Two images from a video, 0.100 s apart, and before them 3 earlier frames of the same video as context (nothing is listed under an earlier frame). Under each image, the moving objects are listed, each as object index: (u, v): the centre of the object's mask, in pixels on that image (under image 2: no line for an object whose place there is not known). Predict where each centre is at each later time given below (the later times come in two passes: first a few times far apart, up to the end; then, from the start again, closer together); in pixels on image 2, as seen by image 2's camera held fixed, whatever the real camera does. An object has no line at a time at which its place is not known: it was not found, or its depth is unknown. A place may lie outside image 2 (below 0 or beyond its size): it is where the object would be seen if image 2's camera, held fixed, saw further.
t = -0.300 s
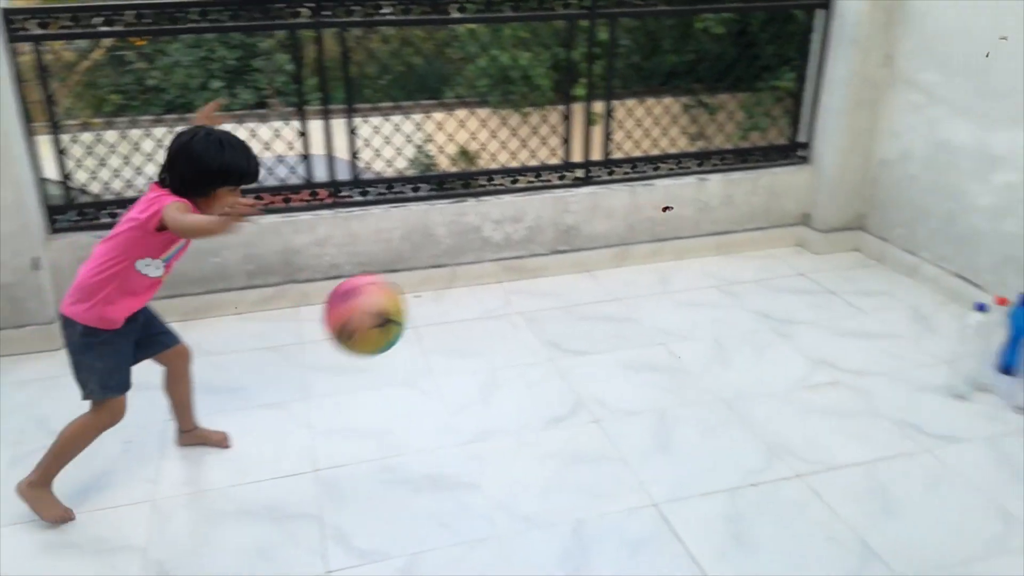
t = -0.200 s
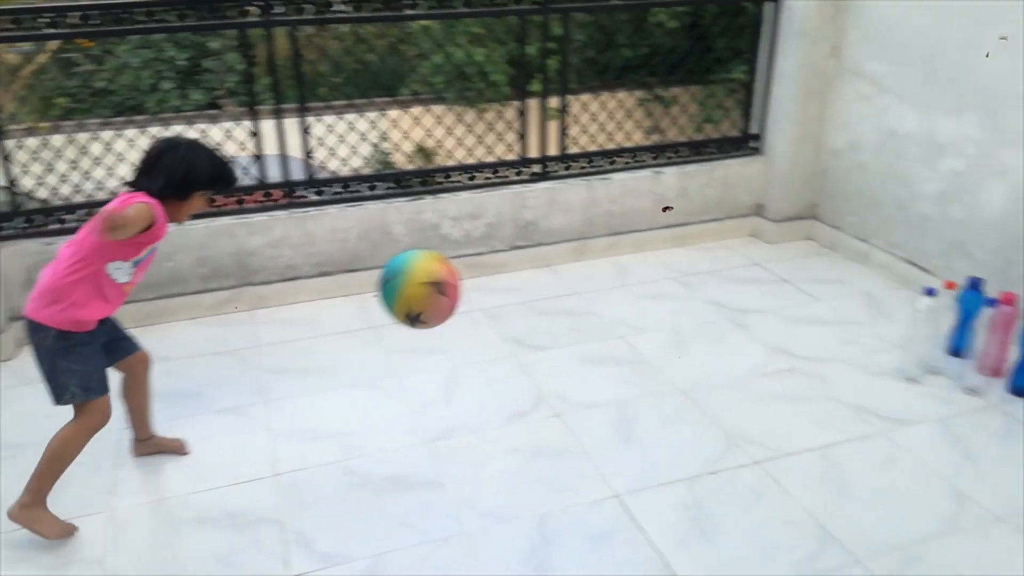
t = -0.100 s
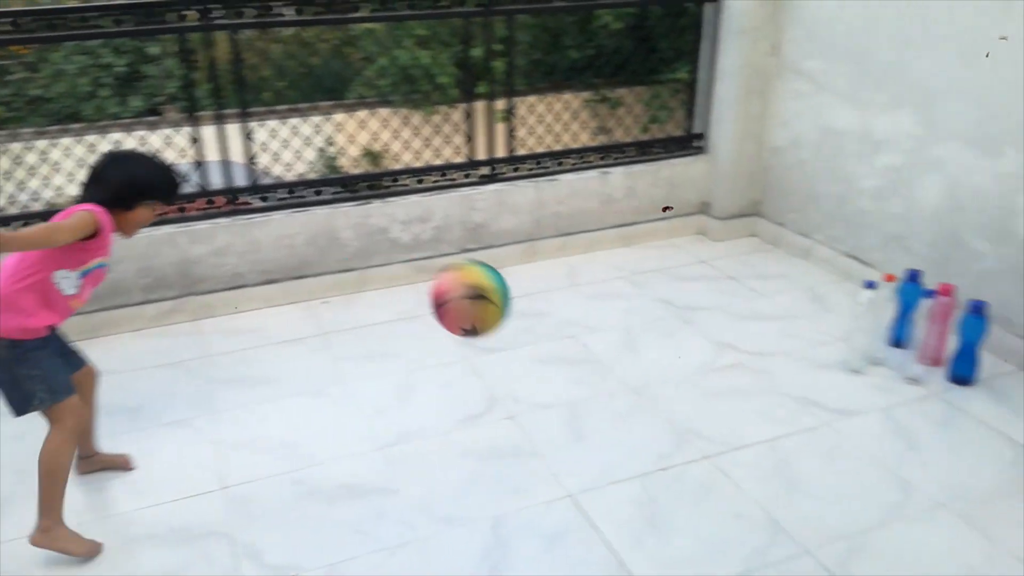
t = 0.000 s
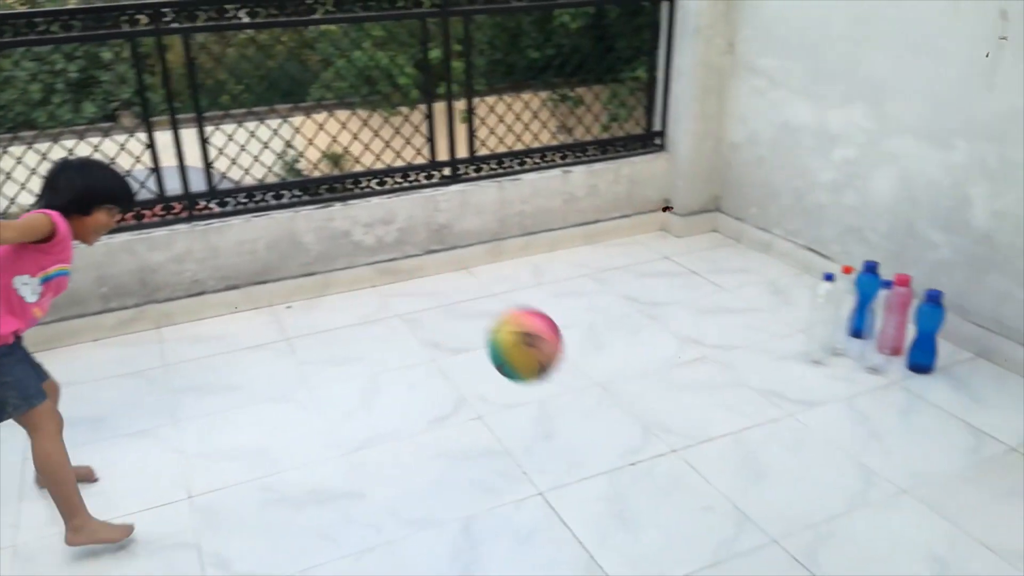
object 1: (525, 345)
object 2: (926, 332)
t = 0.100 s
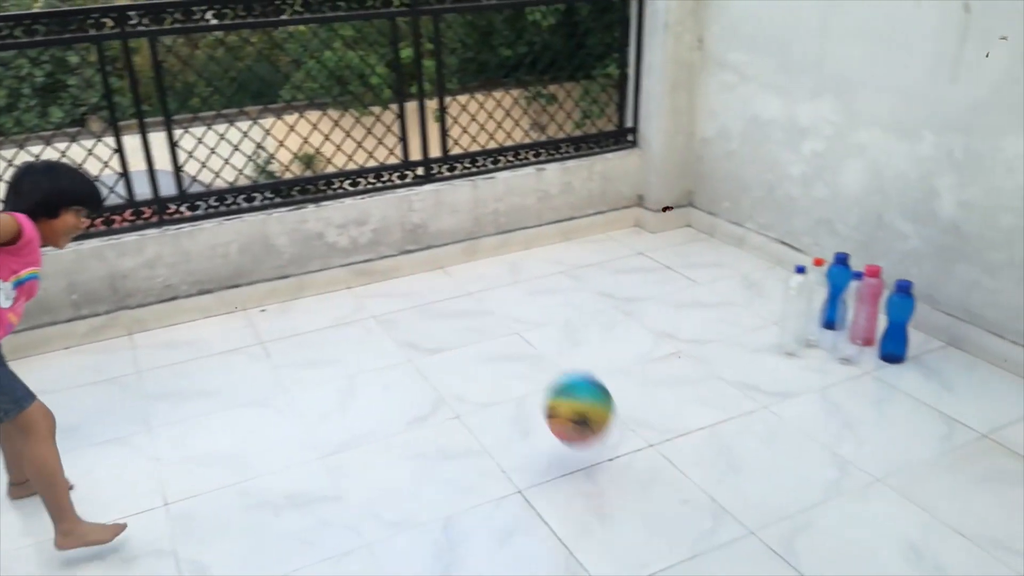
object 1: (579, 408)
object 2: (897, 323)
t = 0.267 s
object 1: (677, 349)
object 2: (897, 323)
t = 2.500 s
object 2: (930, 331)
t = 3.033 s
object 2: (931, 334)
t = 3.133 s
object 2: (931, 334)
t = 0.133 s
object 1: (604, 439)
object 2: (897, 323)
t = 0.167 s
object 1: (624, 427)
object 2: (897, 323)
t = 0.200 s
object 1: (643, 397)
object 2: (897, 323)
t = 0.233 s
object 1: (661, 371)
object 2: (897, 323)
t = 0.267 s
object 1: (677, 349)
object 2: (897, 323)
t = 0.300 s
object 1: (694, 329)
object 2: (897, 323)
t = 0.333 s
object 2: (897, 323)
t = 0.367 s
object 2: (897, 324)
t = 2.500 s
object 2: (930, 331)
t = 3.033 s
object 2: (931, 334)
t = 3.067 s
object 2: (931, 334)
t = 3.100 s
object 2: (931, 335)
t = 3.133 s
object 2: (931, 334)
